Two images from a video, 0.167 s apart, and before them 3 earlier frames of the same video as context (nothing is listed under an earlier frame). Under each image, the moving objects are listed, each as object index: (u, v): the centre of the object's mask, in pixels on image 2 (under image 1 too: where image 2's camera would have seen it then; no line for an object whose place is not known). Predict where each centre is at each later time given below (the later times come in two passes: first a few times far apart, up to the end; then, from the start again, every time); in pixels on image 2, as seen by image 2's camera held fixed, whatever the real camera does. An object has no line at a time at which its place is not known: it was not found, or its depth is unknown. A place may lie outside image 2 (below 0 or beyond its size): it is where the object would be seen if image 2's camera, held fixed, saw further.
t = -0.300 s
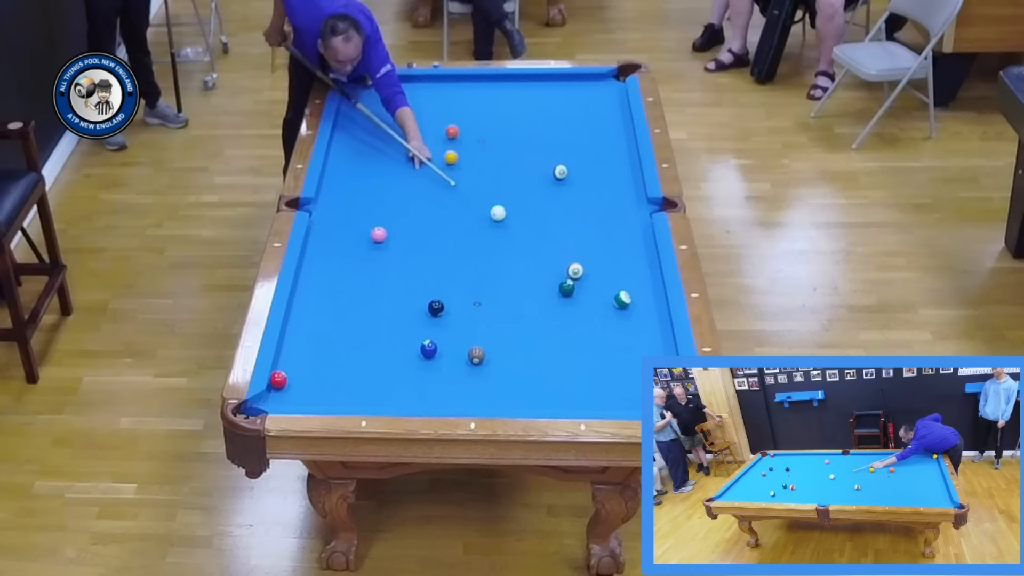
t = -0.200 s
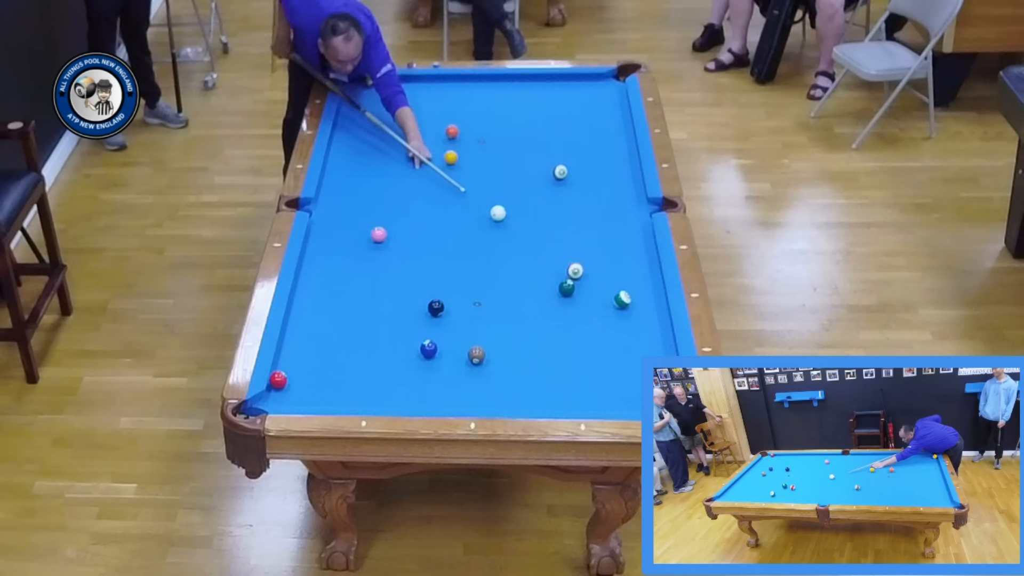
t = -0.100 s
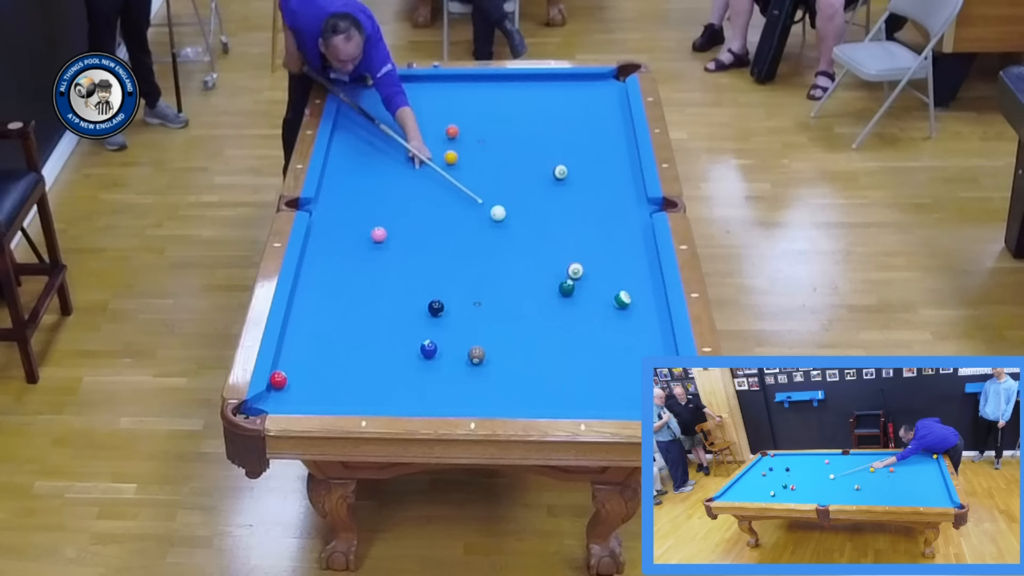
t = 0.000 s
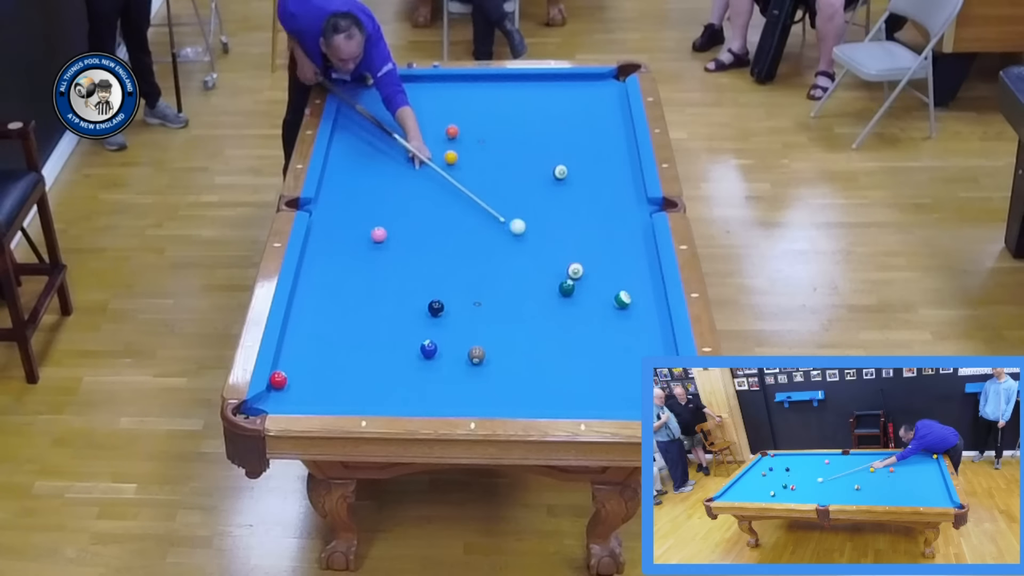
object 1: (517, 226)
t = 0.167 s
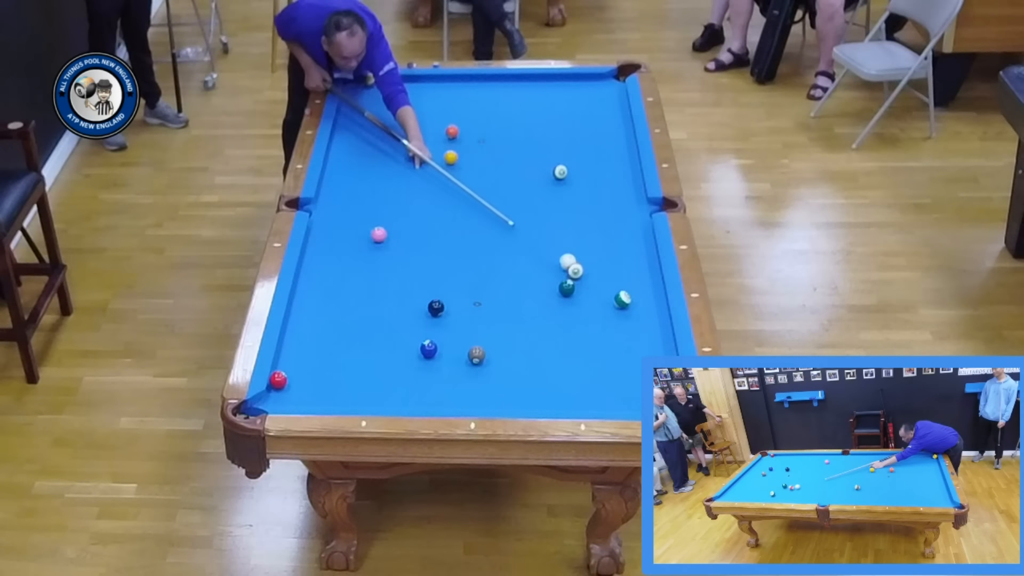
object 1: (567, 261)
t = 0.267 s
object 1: (578, 262)
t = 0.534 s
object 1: (603, 260)
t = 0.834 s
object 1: (628, 260)
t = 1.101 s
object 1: (649, 259)
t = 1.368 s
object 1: (641, 257)
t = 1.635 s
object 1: (630, 255)
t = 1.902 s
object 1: (620, 253)
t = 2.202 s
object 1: (611, 252)
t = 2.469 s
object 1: (604, 251)
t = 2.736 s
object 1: (599, 250)
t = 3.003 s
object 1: (595, 250)
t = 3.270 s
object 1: (593, 250)
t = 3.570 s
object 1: (593, 251)
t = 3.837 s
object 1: (593, 251)
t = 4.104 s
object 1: (593, 251)
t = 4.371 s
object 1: (593, 251)
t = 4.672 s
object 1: (593, 251)
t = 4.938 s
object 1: (593, 251)
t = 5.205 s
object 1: (593, 251)
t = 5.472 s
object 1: (593, 251)
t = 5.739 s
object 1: (593, 251)
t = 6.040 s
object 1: (593, 251)
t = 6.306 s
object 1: (593, 251)
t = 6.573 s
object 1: (593, 251)
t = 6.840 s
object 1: (593, 251)
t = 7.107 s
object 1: (593, 251)
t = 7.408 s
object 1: (593, 251)
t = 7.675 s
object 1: (593, 251)
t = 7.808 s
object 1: (593, 251)
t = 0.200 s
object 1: (572, 262)
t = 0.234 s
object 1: (575, 262)
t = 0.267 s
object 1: (578, 262)
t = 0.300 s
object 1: (581, 262)
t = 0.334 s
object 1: (585, 262)
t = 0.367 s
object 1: (588, 261)
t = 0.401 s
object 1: (591, 261)
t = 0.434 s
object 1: (594, 261)
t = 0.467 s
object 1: (597, 261)
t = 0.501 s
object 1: (600, 261)
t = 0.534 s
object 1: (603, 260)
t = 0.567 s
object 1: (606, 260)
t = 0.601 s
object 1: (609, 260)
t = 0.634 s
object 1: (611, 260)
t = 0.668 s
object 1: (614, 260)
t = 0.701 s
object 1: (617, 260)
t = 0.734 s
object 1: (620, 260)
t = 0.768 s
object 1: (623, 260)
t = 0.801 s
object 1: (625, 260)
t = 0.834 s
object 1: (628, 260)
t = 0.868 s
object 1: (631, 259)
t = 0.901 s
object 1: (634, 259)
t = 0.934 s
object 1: (636, 259)
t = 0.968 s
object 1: (639, 259)
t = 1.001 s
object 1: (641, 259)
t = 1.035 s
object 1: (644, 259)
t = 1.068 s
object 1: (646, 259)
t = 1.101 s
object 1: (649, 259)
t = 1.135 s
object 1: (651, 259)
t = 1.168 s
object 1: (651, 259)
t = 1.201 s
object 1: (649, 258)
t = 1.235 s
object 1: (647, 258)
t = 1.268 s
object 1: (646, 258)
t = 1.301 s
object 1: (644, 257)
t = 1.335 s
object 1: (643, 257)
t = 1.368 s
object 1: (641, 257)
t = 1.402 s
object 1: (640, 257)
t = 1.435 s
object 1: (638, 256)
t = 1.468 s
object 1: (637, 256)
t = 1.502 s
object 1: (635, 256)
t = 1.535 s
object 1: (634, 256)
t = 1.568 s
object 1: (633, 255)
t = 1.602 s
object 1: (631, 255)
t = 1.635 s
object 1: (630, 255)
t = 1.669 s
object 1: (629, 255)
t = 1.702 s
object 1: (627, 255)
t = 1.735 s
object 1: (626, 254)
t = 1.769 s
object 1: (625, 254)
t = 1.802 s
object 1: (624, 254)
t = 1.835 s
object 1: (623, 254)
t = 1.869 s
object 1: (621, 253)
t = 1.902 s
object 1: (620, 253)
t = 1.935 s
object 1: (619, 253)
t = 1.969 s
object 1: (618, 253)
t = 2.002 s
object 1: (617, 253)
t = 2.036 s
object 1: (616, 253)
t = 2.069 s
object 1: (615, 252)
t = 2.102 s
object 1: (614, 252)
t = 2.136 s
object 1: (613, 252)
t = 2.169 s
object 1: (612, 252)
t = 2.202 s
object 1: (611, 252)
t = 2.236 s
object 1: (610, 252)
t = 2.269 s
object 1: (609, 252)
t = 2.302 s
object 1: (608, 251)
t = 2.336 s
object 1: (607, 251)
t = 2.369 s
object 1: (606, 251)
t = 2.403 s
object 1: (605, 251)
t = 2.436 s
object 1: (605, 251)
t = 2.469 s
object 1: (604, 251)
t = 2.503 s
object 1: (603, 251)
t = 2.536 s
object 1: (603, 251)
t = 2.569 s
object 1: (602, 251)
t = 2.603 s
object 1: (601, 251)
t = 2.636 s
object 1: (601, 251)
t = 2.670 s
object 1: (600, 251)
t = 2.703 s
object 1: (599, 250)
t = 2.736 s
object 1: (599, 250)
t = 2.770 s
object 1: (598, 250)
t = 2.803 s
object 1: (598, 250)
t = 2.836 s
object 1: (597, 250)
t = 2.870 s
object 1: (597, 250)
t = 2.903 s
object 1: (596, 250)
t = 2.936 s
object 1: (596, 250)
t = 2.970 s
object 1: (596, 250)
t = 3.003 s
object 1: (595, 250)
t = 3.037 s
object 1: (595, 250)
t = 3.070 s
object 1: (595, 250)
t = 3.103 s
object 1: (594, 250)
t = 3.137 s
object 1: (594, 250)
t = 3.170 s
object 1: (594, 250)
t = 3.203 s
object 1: (594, 250)
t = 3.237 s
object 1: (594, 250)
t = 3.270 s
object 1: (593, 250)
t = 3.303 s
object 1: (593, 250)
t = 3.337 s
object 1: (593, 250)
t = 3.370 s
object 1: (593, 250)
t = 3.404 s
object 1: (593, 250)
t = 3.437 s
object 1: (593, 251)
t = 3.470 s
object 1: (593, 251)
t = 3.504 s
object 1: (593, 251)
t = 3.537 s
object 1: (593, 251)
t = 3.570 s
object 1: (593, 251)
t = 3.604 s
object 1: (593, 251)
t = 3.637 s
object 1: (593, 251)
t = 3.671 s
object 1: (593, 251)
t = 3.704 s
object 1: (593, 251)
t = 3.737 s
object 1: (593, 251)
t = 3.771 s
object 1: (593, 251)
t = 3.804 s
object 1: (593, 251)
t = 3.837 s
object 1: (593, 251)
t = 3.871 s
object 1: (593, 251)
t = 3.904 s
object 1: (593, 251)
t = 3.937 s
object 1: (593, 251)
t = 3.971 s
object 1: (593, 251)
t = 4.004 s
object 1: (593, 251)
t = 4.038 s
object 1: (593, 251)
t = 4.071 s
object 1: (593, 251)
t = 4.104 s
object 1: (593, 251)
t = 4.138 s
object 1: (593, 251)
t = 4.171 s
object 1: (593, 251)
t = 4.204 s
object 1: (593, 251)
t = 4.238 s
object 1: (593, 251)
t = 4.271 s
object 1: (593, 251)
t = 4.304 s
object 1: (593, 251)
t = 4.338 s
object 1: (593, 251)
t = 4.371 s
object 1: (593, 251)
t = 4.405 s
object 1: (593, 251)
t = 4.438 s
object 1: (593, 251)
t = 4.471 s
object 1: (593, 251)
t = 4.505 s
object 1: (593, 251)
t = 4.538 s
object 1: (593, 251)
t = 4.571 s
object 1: (593, 251)
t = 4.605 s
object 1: (593, 251)
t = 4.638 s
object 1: (593, 251)
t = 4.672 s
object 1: (593, 251)
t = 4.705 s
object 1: (593, 251)
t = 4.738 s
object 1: (593, 251)
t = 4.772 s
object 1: (593, 251)
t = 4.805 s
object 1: (593, 251)
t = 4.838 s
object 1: (593, 251)
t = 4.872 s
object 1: (593, 251)
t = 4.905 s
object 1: (593, 251)
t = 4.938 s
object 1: (593, 251)
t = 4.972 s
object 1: (593, 251)
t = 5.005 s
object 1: (593, 251)
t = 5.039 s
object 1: (593, 251)
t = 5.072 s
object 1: (593, 251)
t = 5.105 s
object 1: (593, 251)
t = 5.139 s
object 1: (593, 251)
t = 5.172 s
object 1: (593, 251)
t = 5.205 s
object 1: (593, 251)
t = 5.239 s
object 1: (593, 251)
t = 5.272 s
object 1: (593, 251)
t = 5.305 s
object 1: (593, 251)
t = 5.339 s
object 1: (593, 251)
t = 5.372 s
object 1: (593, 251)
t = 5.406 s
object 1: (593, 251)
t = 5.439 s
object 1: (593, 251)
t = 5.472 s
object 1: (593, 251)
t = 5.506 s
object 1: (593, 251)
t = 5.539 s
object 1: (593, 251)
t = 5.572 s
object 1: (593, 251)
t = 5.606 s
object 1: (593, 251)
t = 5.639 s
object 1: (593, 251)
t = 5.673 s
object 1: (593, 251)
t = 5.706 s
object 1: (593, 251)
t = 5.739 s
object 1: (593, 251)
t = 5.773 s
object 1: (593, 251)
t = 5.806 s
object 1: (593, 251)
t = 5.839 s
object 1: (593, 251)
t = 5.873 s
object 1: (593, 251)
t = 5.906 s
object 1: (593, 251)
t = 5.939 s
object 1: (593, 251)
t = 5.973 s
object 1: (593, 251)
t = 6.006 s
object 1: (593, 251)
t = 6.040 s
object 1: (593, 251)
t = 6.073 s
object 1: (593, 251)
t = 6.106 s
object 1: (593, 251)
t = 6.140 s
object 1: (593, 251)
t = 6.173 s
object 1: (593, 251)
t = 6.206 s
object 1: (593, 251)
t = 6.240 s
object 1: (593, 251)
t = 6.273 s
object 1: (593, 251)
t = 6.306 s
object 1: (593, 251)
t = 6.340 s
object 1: (593, 251)
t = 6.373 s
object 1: (593, 251)
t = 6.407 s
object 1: (593, 251)
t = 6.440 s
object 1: (593, 251)
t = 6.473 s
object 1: (593, 251)
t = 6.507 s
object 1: (593, 251)
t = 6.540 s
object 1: (593, 251)
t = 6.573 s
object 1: (593, 251)
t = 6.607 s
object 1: (593, 251)
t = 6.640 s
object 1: (593, 251)
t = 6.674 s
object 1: (593, 251)
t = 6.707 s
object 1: (593, 251)
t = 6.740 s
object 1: (593, 251)
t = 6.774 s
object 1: (593, 251)
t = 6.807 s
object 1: (593, 251)
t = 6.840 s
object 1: (593, 251)
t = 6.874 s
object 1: (593, 251)
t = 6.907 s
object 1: (593, 251)
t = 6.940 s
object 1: (593, 251)
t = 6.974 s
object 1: (593, 251)
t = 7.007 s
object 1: (593, 251)
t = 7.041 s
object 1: (593, 251)
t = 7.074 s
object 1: (593, 251)
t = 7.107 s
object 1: (593, 251)
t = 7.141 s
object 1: (593, 251)
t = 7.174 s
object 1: (593, 251)
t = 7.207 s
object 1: (593, 251)
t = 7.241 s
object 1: (593, 251)
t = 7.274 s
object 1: (593, 251)
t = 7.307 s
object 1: (593, 251)
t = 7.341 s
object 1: (593, 251)
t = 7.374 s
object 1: (593, 251)
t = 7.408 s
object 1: (593, 251)
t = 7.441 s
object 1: (593, 251)
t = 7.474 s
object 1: (593, 251)
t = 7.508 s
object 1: (593, 251)
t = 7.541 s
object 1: (593, 251)
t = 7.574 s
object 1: (593, 251)
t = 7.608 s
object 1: (593, 251)
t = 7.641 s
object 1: (593, 251)
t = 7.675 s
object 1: (593, 251)
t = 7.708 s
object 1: (593, 251)
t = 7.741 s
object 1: (593, 251)
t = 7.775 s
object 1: (593, 251)
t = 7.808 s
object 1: (593, 251)
